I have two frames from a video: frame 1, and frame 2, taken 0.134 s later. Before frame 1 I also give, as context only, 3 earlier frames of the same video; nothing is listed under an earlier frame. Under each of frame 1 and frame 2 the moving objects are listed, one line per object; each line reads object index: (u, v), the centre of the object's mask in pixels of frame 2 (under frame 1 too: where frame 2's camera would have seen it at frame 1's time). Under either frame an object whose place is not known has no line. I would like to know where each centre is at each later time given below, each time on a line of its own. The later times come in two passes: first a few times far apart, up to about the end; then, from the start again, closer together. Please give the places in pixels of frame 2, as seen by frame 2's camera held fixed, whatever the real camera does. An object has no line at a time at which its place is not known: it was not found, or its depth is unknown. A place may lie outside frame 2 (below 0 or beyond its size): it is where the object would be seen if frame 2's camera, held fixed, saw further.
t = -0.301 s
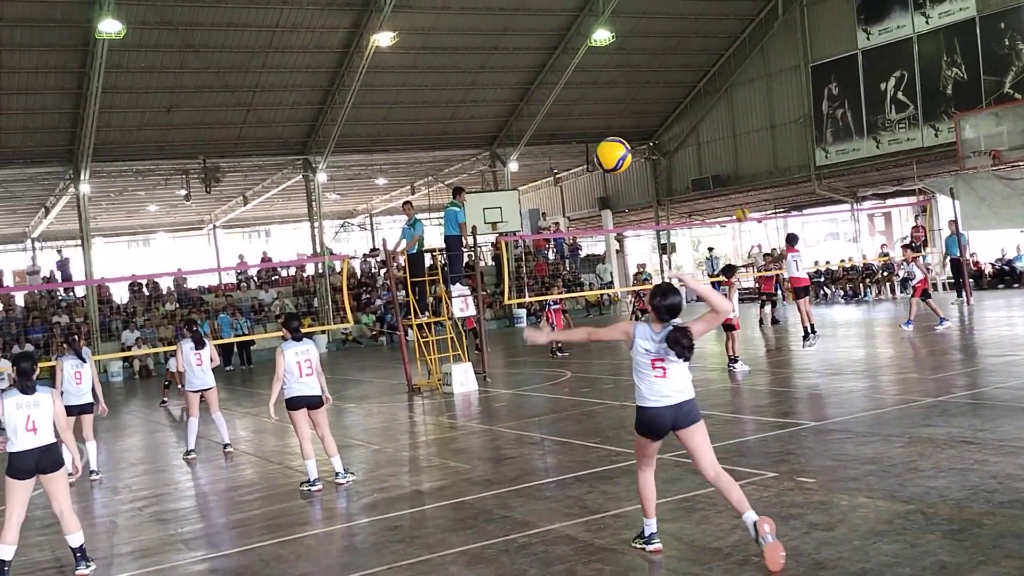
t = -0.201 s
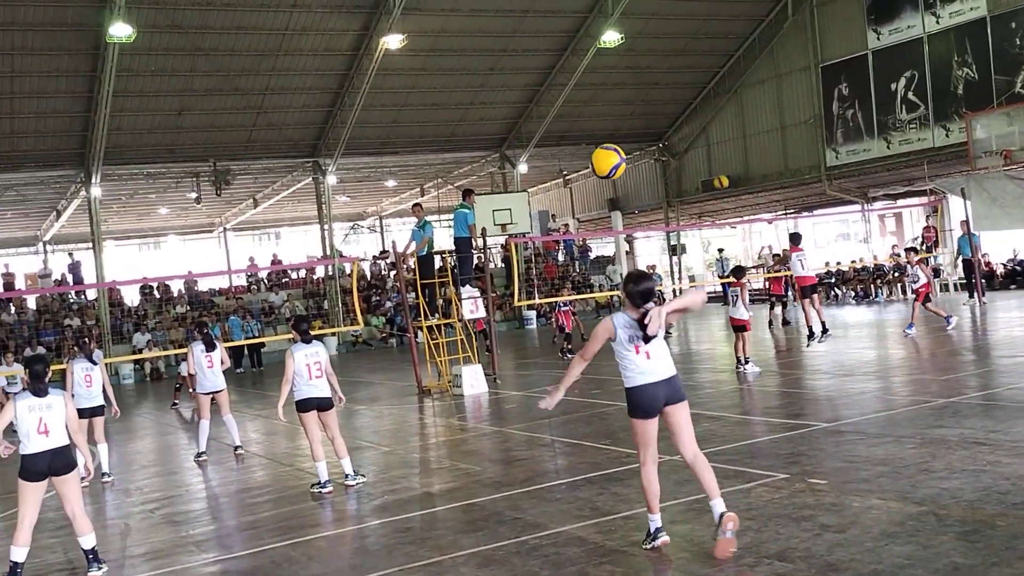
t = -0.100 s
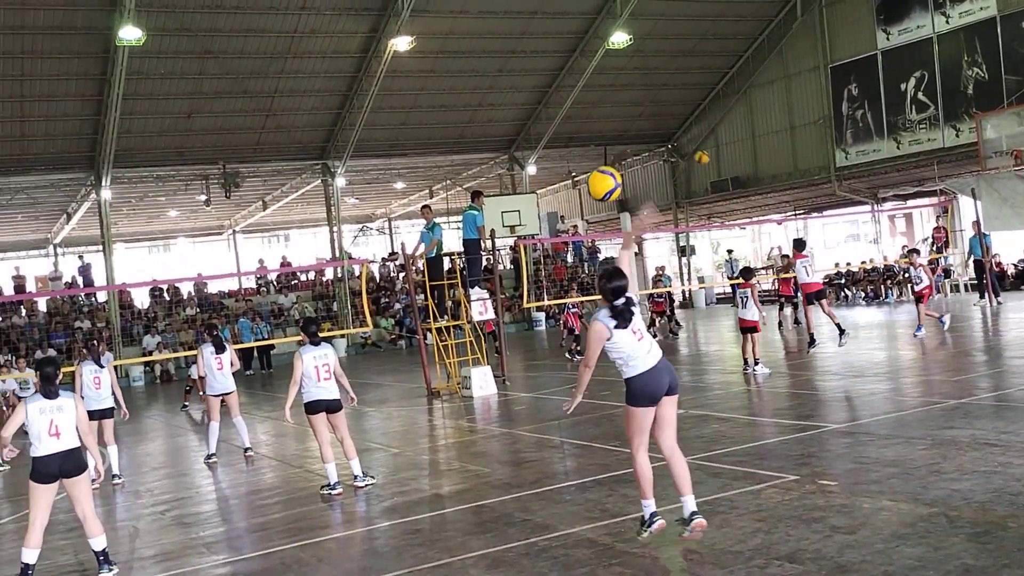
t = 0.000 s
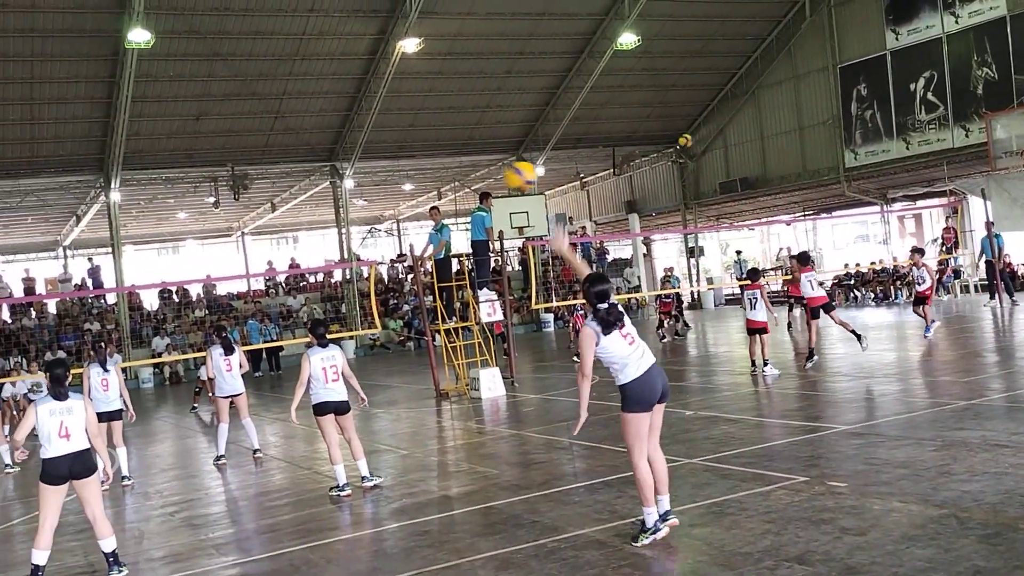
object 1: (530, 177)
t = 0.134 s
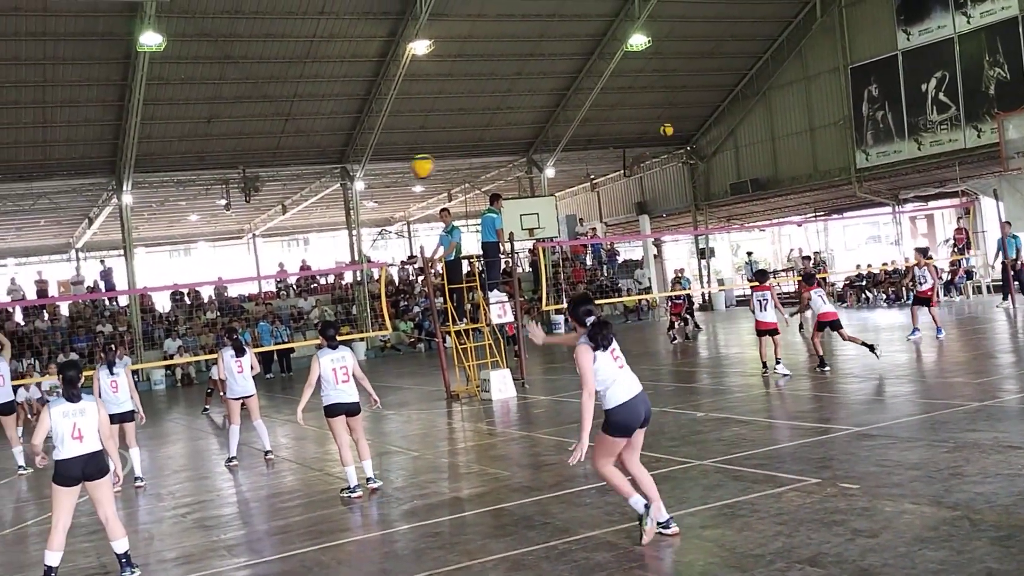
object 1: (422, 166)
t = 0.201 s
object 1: (384, 167)
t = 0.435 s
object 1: (288, 195)
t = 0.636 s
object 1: (232, 236)
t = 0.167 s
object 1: (403, 166)
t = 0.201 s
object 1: (384, 167)
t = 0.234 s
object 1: (367, 169)
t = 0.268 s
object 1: (350, 172)
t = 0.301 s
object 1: (338, 175)
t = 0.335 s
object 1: (323, 178)
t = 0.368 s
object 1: (310, 184)
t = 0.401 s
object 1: (299, 189)
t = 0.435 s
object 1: (288, 195)
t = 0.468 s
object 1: (276, 201)
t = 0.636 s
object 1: (232, 236)
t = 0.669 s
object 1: (224, 245)
